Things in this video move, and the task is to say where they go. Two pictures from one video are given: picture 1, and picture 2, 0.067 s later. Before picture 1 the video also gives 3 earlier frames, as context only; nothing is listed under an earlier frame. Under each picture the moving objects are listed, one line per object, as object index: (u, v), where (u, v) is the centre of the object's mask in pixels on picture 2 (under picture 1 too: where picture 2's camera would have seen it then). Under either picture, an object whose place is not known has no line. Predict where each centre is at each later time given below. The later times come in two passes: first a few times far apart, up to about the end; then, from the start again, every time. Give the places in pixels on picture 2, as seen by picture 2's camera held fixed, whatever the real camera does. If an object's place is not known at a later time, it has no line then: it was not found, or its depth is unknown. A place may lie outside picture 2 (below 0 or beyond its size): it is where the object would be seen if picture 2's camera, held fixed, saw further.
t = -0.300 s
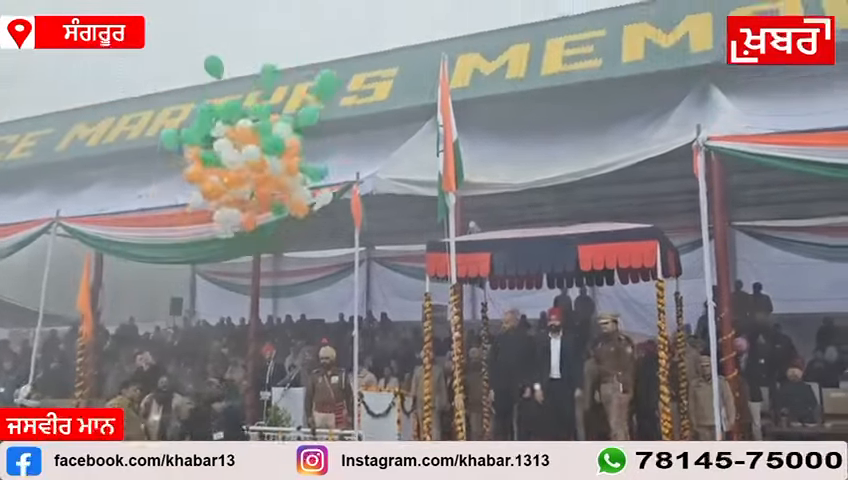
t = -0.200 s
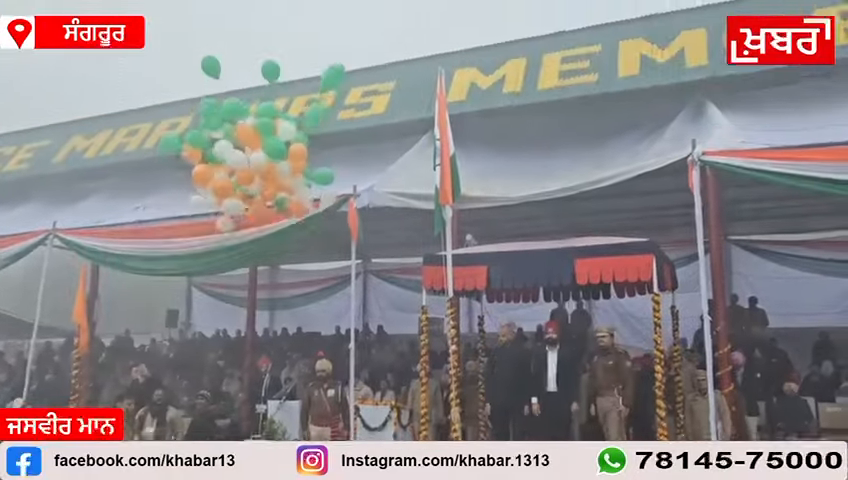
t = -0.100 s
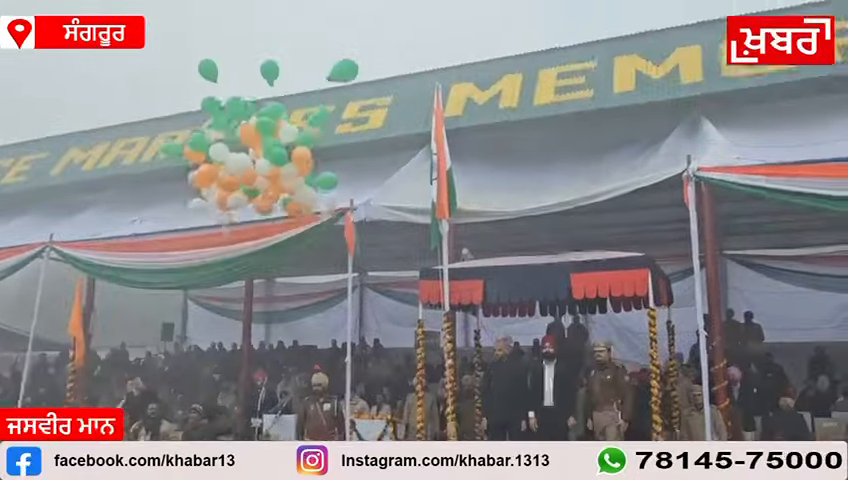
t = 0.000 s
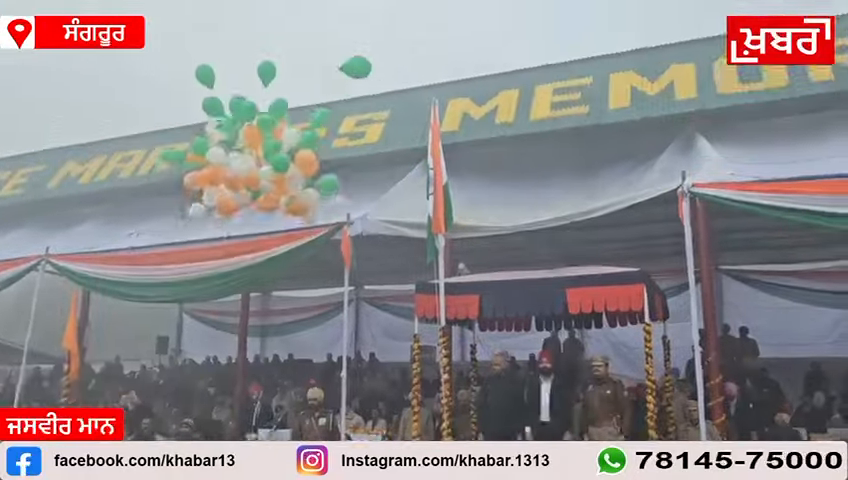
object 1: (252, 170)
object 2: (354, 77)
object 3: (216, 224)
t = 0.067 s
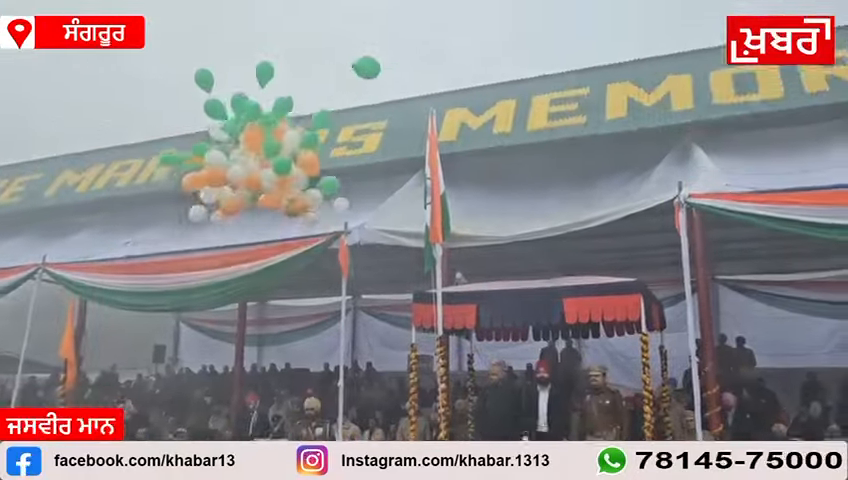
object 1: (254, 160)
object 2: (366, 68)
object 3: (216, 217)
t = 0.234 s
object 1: (261, 139)
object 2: (394, 50)
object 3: (216, 200)
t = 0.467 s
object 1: (269, 107)
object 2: (425, 26)
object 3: (212, 176)
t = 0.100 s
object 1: (256, 155)
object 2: (372, 64)
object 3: (217, 213)
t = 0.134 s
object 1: (259, 152)
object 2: (378, 60)
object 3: (217, 211)
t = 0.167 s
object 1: (261, 148)
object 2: (384, 57)
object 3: (217, 206)
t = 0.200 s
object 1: (262, 143)
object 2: (389, 54)
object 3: (217, 203)
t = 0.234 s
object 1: (261, 139)
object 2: (394, 50)
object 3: (216, 200)
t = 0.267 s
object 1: (266, 136)
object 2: (399, 47)
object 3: (215, 197)
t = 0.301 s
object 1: (267, 132)
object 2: (404, 44)
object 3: (214, 194)
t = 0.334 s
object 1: (268, 127)
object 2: (409, 41)
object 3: (214, 191)
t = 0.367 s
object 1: (269, 123)
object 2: (413, 38)
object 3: (213, 187)
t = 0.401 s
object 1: (269, 116)
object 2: (418, 34)
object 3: (212, 183)
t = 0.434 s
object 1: (269, 114)
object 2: (421, 30)
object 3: (211, 180)
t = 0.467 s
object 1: (269, 107)
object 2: (425, 26)
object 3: (212, 176)
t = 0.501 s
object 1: (270, 103)
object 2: (428, 21)
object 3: (212, 172)
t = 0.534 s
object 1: (271, 100)
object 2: (430, 16)
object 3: (212, 168)
